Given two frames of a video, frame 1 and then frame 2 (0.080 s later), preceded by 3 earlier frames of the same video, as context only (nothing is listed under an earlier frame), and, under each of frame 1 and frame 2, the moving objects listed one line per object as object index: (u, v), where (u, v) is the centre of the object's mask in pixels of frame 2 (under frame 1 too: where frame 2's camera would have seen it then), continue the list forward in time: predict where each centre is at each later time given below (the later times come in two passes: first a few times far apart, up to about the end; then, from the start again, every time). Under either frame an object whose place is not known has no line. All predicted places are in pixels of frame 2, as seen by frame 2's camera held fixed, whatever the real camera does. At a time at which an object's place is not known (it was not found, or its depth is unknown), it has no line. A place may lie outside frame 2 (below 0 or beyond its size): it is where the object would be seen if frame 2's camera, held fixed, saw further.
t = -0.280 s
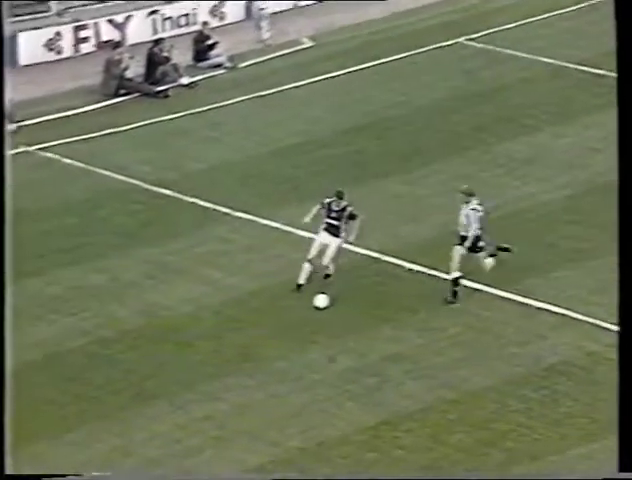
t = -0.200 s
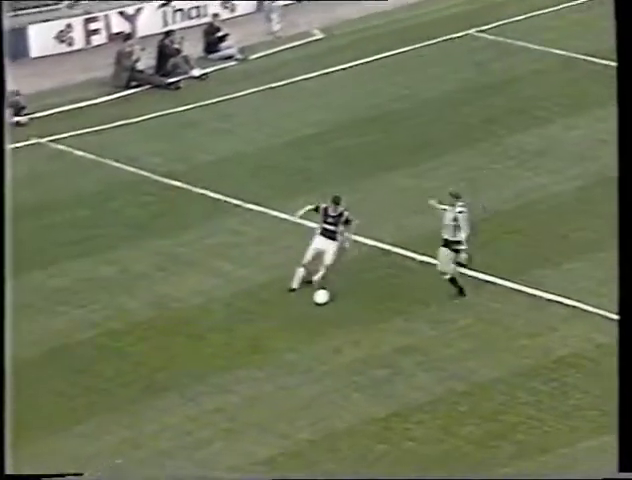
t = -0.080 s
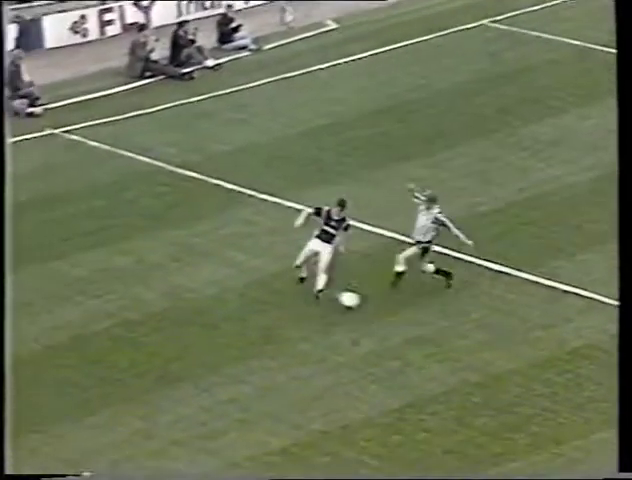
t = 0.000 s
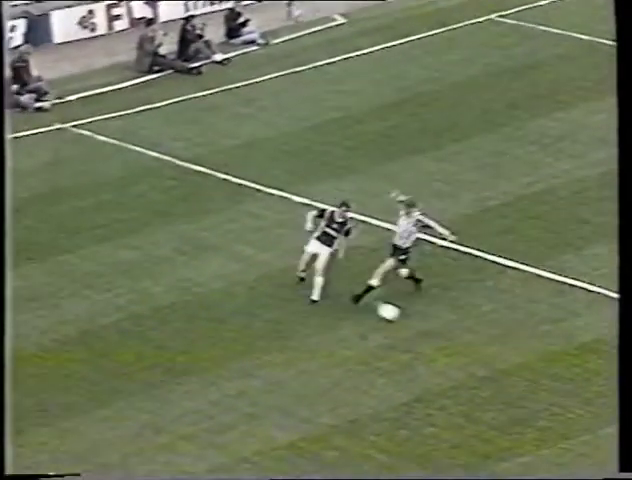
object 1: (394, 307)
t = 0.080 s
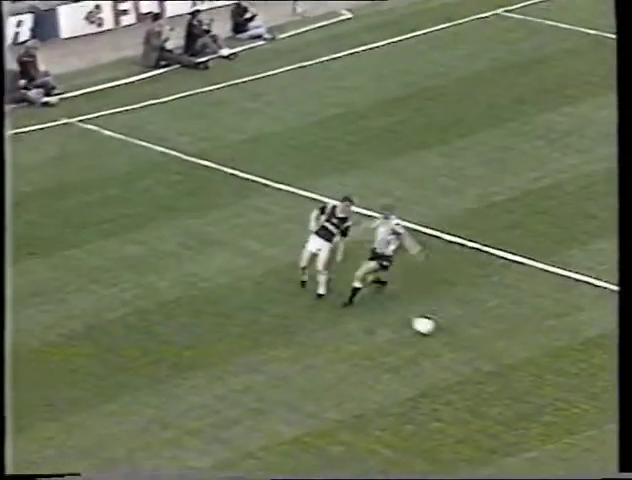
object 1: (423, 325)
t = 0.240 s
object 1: (479, 357)
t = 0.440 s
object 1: (541, 391)
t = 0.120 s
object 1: (437, 332)
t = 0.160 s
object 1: (451, 341)
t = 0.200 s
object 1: (466, 349)
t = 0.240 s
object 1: (479, 357)
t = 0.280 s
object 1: (492, 364)
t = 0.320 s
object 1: (505, 370)
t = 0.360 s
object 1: (517, 379)
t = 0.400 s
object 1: (530, 385)
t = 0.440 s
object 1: (541, 391)
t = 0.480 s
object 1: (551, 399)
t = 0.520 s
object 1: (563, 406)
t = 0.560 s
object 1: (572, 411)
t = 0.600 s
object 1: (581, 416)
